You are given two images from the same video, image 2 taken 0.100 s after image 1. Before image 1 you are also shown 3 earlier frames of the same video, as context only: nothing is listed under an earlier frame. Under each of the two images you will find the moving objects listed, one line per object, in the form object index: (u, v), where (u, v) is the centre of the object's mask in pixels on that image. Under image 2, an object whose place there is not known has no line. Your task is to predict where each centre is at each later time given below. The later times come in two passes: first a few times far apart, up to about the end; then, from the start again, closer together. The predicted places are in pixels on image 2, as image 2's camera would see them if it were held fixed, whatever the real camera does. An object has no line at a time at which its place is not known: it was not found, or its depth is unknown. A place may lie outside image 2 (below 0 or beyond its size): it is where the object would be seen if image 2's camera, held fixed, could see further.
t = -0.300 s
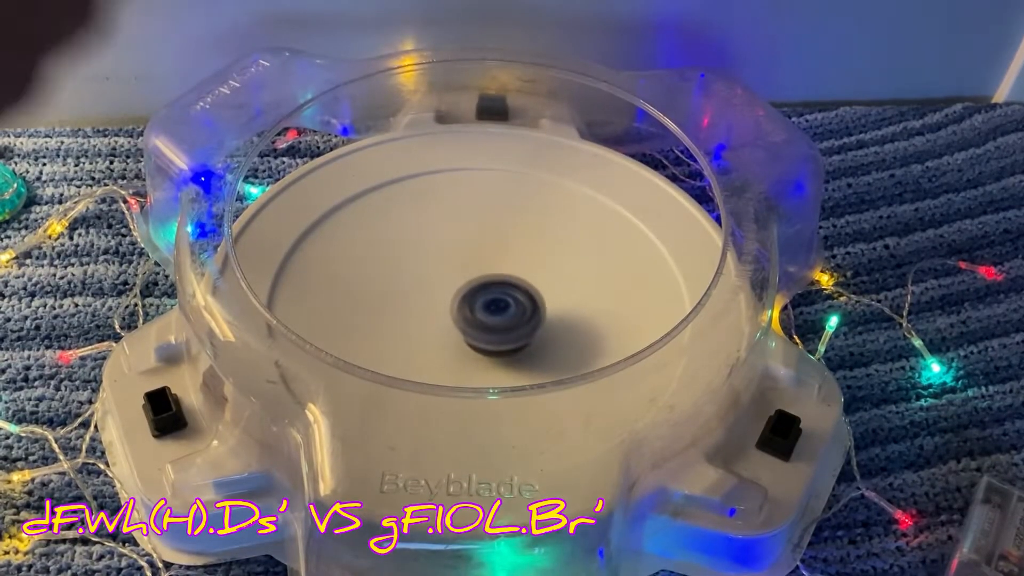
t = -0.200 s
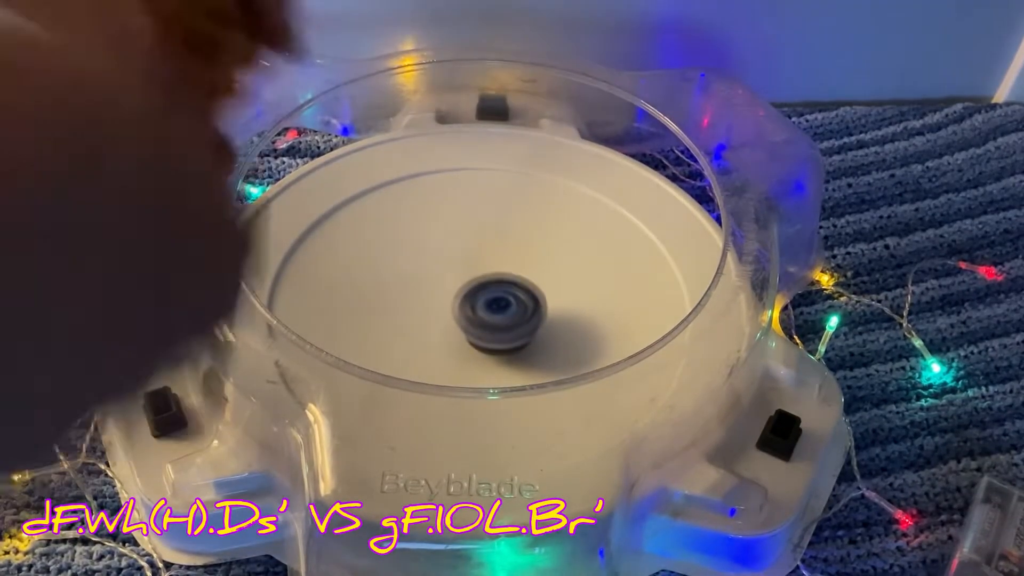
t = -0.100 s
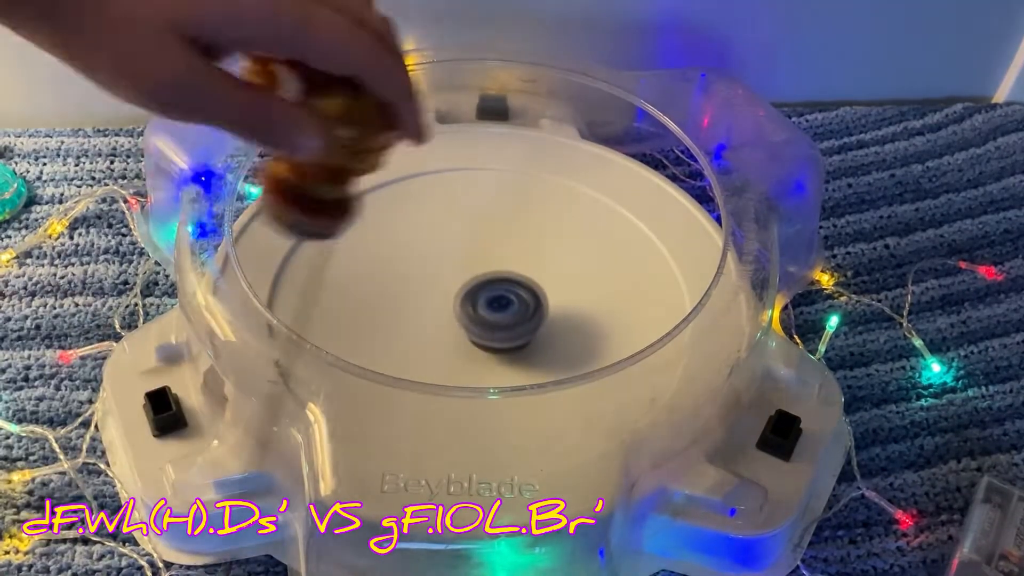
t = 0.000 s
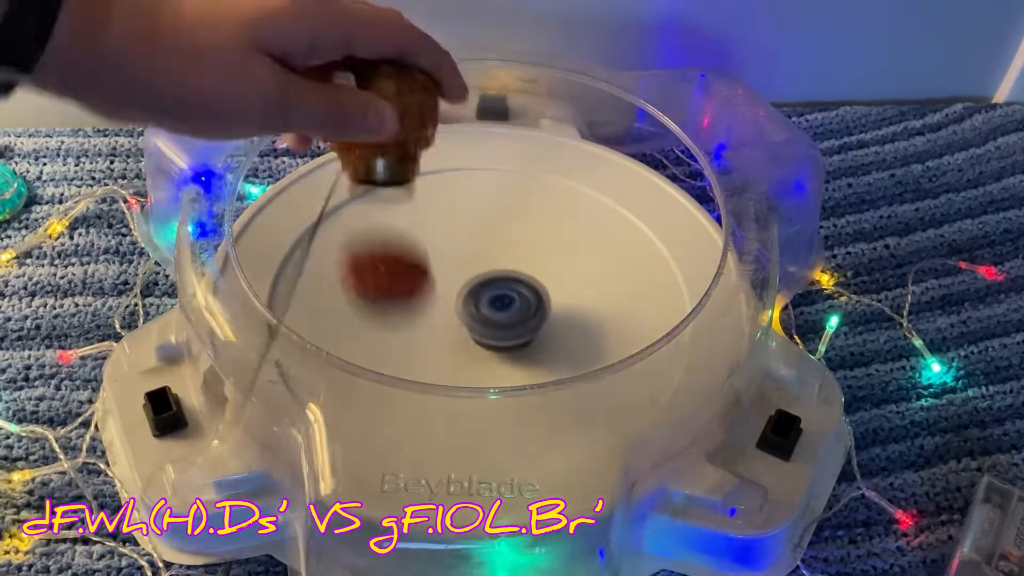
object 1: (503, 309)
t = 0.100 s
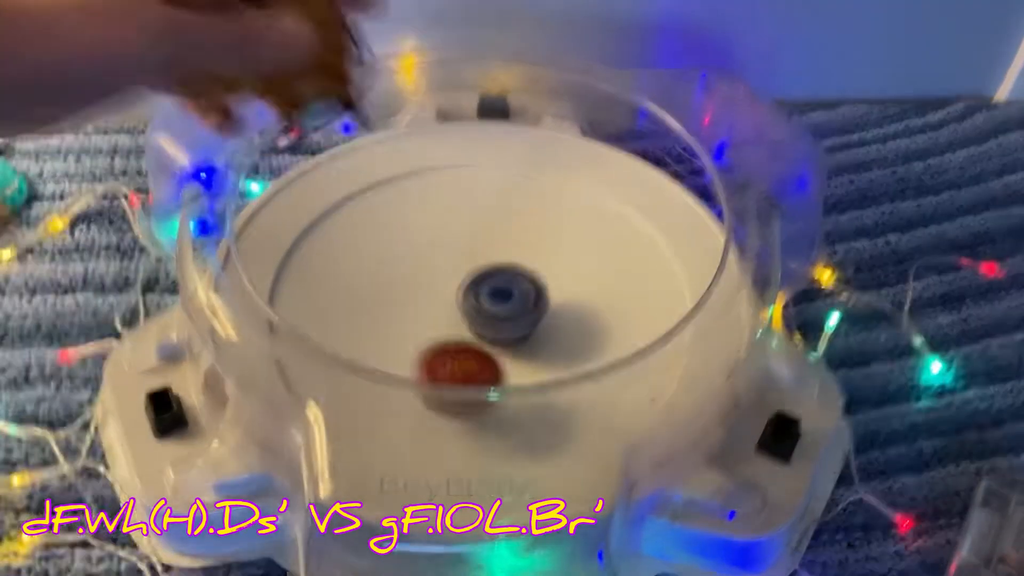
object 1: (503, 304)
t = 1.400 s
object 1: (551, 175)
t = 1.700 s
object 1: (538, 194)
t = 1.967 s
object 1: (572, 215)
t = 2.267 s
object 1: (506, 266)
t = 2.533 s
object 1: (450, 260)
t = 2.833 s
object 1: (450, 290)
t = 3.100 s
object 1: (495, 289)
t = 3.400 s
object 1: (497, 294)
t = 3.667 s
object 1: (496, 295)
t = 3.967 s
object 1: (501, 294)
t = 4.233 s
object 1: (491, 293)
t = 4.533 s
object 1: (495, 296)
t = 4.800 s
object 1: (579, 302)
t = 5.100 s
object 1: (418, 271)
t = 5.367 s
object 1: (444, 304)
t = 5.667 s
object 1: (470, 336)
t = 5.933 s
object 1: (525, 335)
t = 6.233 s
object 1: (537, 284)
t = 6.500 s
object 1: (488, 258)
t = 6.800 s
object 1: (434, 267)
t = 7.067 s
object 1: (414, 304)
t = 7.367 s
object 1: (414, 311)
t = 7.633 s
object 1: (414, 305)
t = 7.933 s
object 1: (419, 309)
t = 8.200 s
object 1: (419, 309)
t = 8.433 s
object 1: (419, 309)
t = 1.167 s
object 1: (538, 248)
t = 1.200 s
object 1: (558, 206)
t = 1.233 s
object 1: (572, 166)
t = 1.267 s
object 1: (582, 131)
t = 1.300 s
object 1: (577, 132)
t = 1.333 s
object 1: (567, 148)
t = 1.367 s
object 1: (559, 160)
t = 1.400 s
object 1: (551, 175)
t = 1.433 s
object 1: (542, 190)
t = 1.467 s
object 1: (533, 204)
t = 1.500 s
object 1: (526, 218)
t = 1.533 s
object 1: (518, 234)
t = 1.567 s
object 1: (521, 224)
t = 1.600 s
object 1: (527, 216)
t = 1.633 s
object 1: (530, 206)
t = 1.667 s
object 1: (534, 202)
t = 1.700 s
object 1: (538, 194)
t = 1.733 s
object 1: (543, 191)
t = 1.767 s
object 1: (548, 191)
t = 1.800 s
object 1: (553, 190)
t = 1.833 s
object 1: (558, 194)
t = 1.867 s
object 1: (563, 198)
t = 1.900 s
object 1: (566, 202)
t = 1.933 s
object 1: (570, 208)
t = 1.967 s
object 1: (572, 215)
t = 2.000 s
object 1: (574, 222)
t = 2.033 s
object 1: (573, 231)
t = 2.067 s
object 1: (570, 236)
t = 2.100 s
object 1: (564, 242)
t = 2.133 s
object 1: (556, 249)
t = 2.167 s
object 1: (545, 256)
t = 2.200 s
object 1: (533, 259)
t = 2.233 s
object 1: (519, 263)
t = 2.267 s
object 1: (506, 266)
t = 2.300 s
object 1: (492, 270)
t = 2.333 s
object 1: (478, 270)
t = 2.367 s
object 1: (474, 268)
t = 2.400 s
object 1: (469, 269)
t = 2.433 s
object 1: (463, 266)
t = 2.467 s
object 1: (456, 265)
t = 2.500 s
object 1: (453, 264)
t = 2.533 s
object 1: (450, 260)
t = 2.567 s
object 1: (447, 259)
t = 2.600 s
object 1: (444, 258)
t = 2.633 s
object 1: (442, 257)
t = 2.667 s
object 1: (441, 253)
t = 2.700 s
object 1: (440, 252)
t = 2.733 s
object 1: (441, 248)
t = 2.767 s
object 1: (448, 245)
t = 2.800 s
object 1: (448, 270)
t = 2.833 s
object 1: (450, 290)
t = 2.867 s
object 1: (463, 312)
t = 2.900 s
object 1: (489, 322)
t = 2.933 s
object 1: (494, 317)
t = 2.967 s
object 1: (505, 313)
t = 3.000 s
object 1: (522, 300)
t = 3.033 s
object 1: (504, 290)
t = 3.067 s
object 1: (499, 290)
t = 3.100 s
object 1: (495, 289)
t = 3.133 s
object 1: (495, 290)
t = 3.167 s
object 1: (485, 294)
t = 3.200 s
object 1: (491, 298)
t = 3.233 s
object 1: (499, 299)
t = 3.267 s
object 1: (499, 295)
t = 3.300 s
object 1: (496, 295)
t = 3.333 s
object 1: (496, 295)
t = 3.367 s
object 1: (499, 294)
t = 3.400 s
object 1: (497, 294)
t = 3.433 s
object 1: (498, 293)
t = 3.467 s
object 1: (496, 294)
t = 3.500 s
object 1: (493, 292)
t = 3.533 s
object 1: (492, 295)
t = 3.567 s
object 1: (496, 296)
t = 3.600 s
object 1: (499, 296)
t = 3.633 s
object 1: (498, 294)
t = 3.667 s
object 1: (496, 295)
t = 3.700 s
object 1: (494, 295)
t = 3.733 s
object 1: (491, 294)
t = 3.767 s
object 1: (490, 296)
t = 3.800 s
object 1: (499, 297)
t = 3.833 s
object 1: (480, 292)
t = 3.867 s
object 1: (484, 289)
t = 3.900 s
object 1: (494, 289)
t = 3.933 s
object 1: (499, 294)
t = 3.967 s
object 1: (501, 294)
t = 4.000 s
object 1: (500, 292)
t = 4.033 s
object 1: (494, 292)
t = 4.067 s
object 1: (493, 295)
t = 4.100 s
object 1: (493, 295)
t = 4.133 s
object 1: (499, 295)
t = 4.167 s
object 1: (500, 294)
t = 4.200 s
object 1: (496, 292)
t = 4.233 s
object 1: (491, 293)
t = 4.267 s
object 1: (492, 296)
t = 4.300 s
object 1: (498, 297)
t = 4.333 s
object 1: (493, 293)
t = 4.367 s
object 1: (491, 293)
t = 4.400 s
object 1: (491, 294)
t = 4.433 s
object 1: (495, 294)
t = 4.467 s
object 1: (496, 294)
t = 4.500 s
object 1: (498, 295)
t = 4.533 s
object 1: (495, 296)
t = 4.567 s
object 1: (494, 297)
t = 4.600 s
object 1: (497, 293)
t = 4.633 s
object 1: (496, 295)
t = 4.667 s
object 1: (489, 298)
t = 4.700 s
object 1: (483, 285)
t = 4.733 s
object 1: (497, 268)
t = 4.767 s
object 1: (543, 283)
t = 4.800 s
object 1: (579, 302)
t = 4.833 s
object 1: (532, 309)
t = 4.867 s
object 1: (525, 296)
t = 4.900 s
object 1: (546, 276)
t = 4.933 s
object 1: (536, 255)
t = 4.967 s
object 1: (451, 259)
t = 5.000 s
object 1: (414, 268)
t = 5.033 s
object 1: (415, 269)
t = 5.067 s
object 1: (416, 270)
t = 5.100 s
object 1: (418, 271)
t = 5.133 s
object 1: (420, 273)
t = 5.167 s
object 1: (423, 276)
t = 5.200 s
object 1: (427, 279)
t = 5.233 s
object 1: (431, 283)
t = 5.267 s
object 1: (437, 290)
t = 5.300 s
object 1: (443, 295)
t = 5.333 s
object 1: (446, 300)
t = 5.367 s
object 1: (444, 304)
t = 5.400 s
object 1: (446, 308)
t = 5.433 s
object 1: (447, 311)
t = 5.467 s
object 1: (448, 311)
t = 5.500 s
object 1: (449, 314)
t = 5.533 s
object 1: (452, 318)
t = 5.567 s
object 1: (452, 323)
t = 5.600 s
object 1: (457, 327)
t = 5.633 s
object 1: (465, 332)
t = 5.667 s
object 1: (470, 336)
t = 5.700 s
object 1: (477, 338)
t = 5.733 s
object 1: (485, 339)
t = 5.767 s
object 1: (490, 340)
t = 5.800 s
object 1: (498, 342)
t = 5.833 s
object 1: (506, 341)
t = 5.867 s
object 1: (511, 340)
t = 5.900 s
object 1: (520, 338)
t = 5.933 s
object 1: (525, 335)
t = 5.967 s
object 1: (529, 332)
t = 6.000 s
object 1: (532, 327)
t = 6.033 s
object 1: (534, 322)
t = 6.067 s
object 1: (540, 317)
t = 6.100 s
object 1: (542, 312)
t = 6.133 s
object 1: (540, 306)
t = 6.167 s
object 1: (539, 299)
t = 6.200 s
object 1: (539, 291)
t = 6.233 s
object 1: (537, 284)
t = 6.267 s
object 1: (534, 276)
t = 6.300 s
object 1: (529, 272)
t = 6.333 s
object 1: (524, 265)
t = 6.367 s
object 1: (518, 263)
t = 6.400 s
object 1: (509, 262)
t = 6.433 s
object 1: (502, 263)
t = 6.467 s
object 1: (494, 259)
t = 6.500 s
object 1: (488, 258)
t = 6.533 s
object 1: (480, 256)
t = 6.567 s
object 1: (473, 257)
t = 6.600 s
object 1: (466, 260)
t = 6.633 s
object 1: (460, 264)
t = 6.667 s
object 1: (455, 265)
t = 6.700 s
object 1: (445, 264)
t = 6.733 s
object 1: (442, 266)
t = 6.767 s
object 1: (435, 266)
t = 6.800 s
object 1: (434, 267)
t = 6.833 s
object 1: (433, 268)
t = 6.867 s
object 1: (430, 271)
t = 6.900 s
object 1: (428, 275)
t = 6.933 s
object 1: (426, 275)
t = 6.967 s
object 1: (428, 282)
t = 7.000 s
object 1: (425, 291)
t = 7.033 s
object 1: (420, 299)
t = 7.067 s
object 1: (414, 304)
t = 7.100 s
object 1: (410, 309)
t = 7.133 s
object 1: (409, 312)
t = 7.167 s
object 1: (408, 314)
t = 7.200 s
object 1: (409, 315)
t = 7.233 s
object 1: (410, 315)
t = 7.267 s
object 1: (410, 315)
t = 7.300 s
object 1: (411, 314)
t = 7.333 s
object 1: (413, 313)
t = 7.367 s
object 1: (414, 311)
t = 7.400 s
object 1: (414, 310)
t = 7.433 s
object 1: (414, 308)
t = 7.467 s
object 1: (413, 307)
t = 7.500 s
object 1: (413, 305)
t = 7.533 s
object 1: (413, 304)
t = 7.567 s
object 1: (413, 304)
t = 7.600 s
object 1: (413, 304)
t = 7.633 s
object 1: (414, 305)
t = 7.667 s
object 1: (415, 306)
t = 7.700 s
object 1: (416, 307)
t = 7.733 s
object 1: (417, 308)
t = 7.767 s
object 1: (418, 309)
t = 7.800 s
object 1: (418, 309)
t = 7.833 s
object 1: (418, 309)
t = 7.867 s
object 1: (418, 309)
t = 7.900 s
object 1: (418, 309)
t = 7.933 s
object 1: (419, 309)
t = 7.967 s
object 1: (419, 309)
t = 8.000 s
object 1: (419, 309)
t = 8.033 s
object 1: (419, 309)
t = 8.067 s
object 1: (419, 309)
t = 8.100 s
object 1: (419, 309)
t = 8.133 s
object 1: (419, 309)
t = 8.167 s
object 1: (418, 309)
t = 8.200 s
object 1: (419, 309)
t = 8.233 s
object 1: (419, 309)
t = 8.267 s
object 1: (419, 309)
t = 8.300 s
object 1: (419, 309)
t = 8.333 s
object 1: (419, 309)
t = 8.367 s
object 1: (419, 309)
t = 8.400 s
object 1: (419, 309)
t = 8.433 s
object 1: (419, 309)
